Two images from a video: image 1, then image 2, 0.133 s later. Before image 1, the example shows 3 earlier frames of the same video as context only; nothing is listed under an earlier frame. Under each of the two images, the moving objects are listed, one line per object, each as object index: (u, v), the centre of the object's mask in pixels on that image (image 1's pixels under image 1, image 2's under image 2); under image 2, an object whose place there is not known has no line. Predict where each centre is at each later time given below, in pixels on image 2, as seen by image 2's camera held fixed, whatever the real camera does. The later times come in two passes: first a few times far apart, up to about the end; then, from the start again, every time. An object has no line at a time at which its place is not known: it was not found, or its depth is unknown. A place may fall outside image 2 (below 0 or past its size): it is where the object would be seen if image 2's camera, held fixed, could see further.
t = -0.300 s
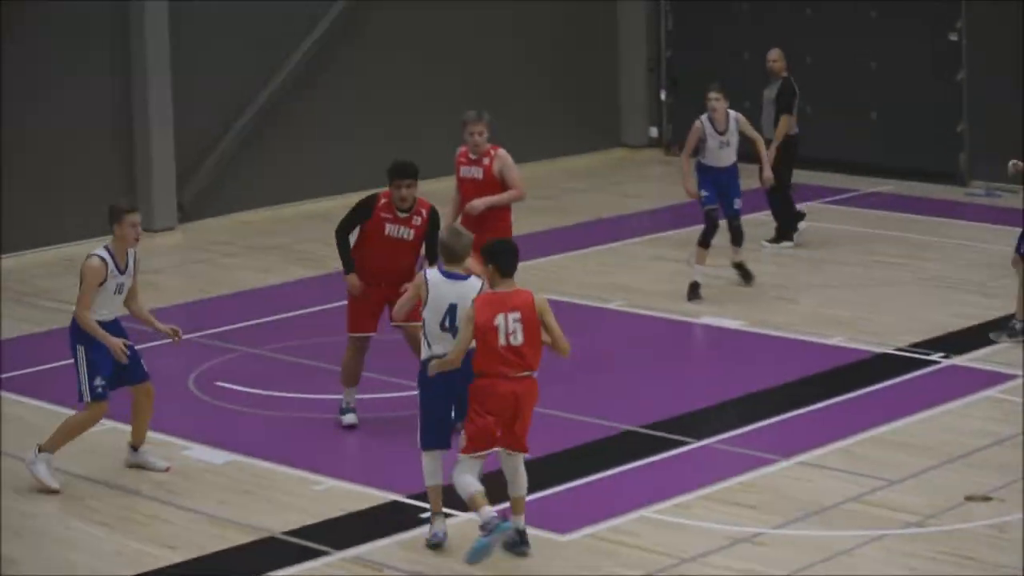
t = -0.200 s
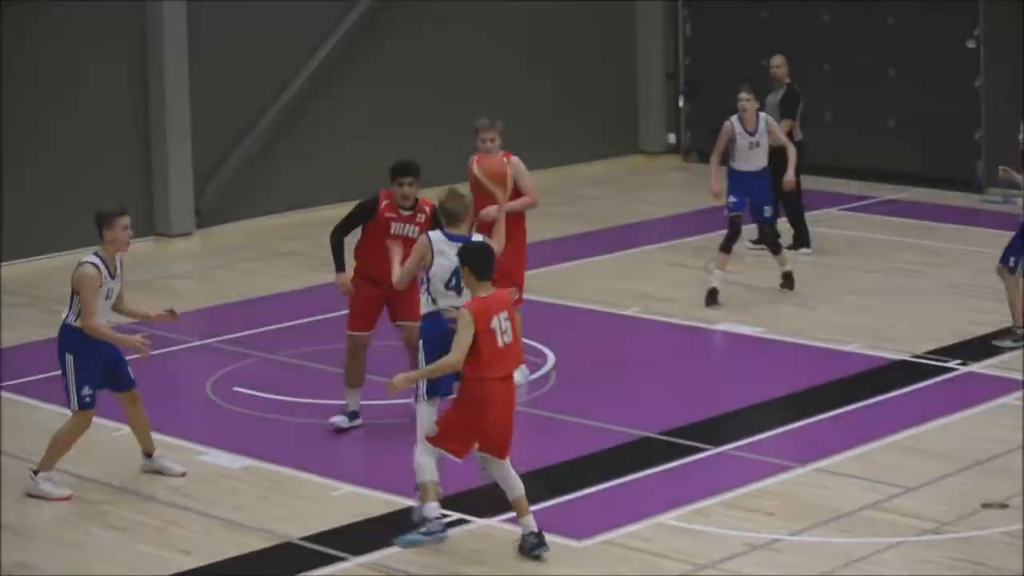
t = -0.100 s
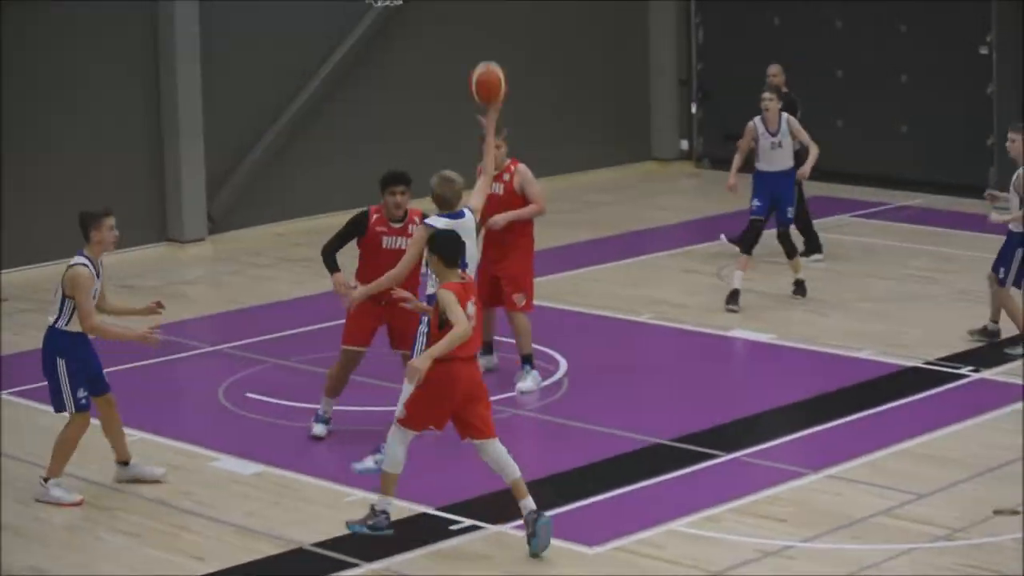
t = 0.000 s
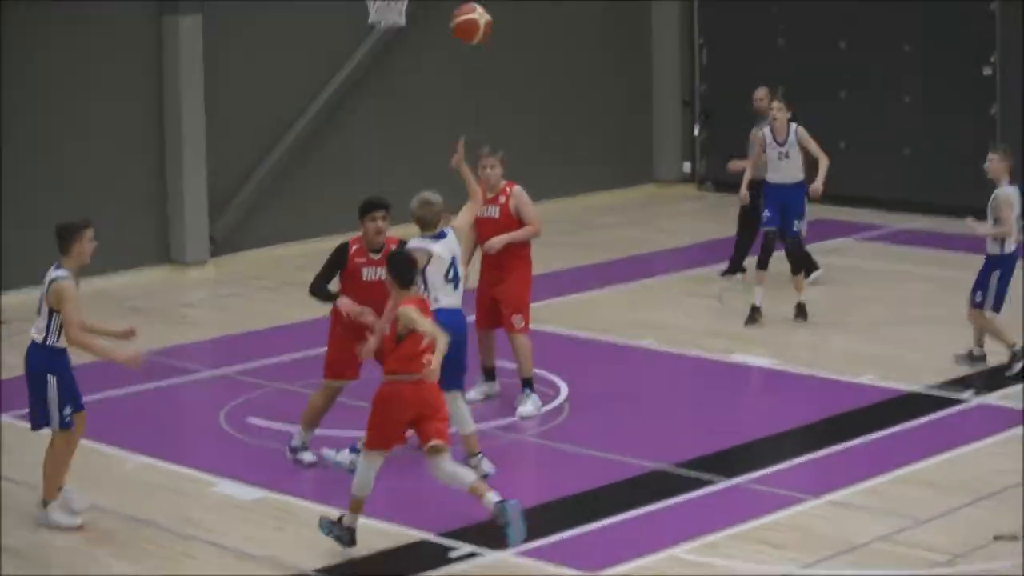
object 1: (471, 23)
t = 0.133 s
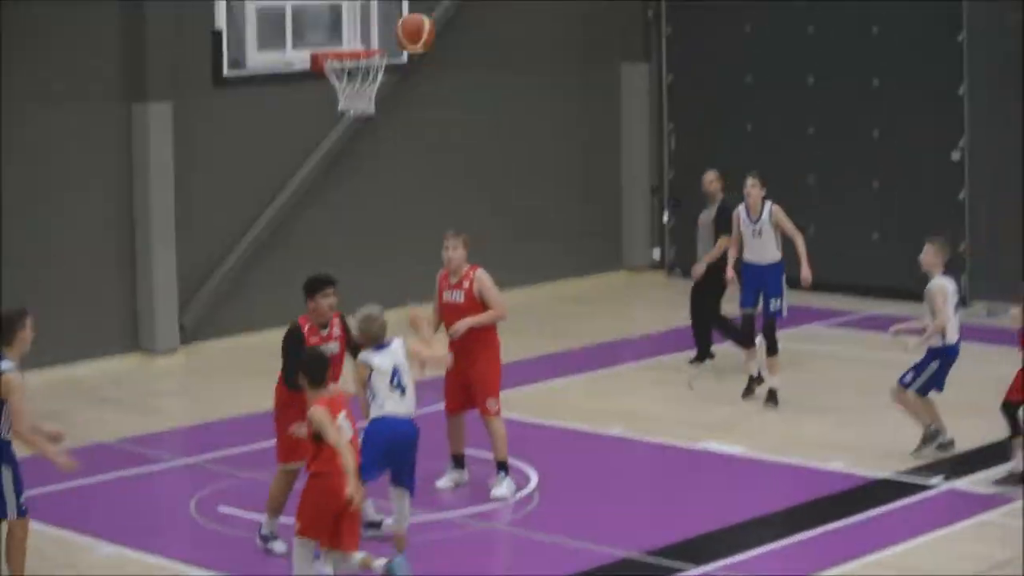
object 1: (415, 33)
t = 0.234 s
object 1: (398, -4)
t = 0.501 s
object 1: (358, -17)
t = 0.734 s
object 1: (327, 46)
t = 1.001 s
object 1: (217, 77)
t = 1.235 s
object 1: (117, 193)
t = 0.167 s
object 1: (410, 17)
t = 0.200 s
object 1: (404, 6)
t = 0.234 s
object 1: (398, -4)
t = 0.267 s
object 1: (392, -12)
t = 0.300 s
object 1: (386, -19)
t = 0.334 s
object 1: (381, -23)
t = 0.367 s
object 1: (377, -26)
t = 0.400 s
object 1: (371, -26)
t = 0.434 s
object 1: (367, -24)
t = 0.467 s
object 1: (363, -20)
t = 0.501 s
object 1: (358, -17)
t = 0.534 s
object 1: (353, -10)
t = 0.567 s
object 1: (349, -3)
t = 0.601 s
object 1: (346, 6)
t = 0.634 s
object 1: (341, 17)
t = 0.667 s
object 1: (337, 29)
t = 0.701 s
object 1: (334, 42)
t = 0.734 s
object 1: (327, 46)
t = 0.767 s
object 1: (313, 45)
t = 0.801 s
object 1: (299, 45)
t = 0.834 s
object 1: (285, 46)
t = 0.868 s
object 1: (271, 49)
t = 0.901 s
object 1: (258, 53)
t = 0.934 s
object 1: (244, 59)
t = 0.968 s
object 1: (230, 68)
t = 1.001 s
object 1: (217, 77)
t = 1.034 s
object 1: (203, 87)
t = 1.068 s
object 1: (189, 99)
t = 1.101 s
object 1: (176, 115)
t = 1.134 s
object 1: (162, 132)
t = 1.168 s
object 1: (147, 151)
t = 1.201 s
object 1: (131, 171)
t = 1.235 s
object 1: (117, 193)
